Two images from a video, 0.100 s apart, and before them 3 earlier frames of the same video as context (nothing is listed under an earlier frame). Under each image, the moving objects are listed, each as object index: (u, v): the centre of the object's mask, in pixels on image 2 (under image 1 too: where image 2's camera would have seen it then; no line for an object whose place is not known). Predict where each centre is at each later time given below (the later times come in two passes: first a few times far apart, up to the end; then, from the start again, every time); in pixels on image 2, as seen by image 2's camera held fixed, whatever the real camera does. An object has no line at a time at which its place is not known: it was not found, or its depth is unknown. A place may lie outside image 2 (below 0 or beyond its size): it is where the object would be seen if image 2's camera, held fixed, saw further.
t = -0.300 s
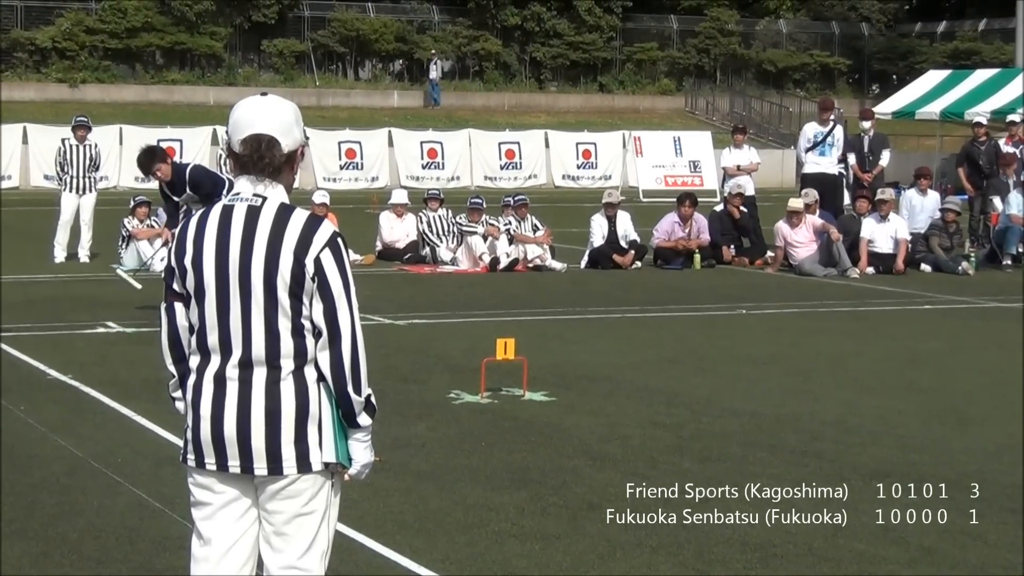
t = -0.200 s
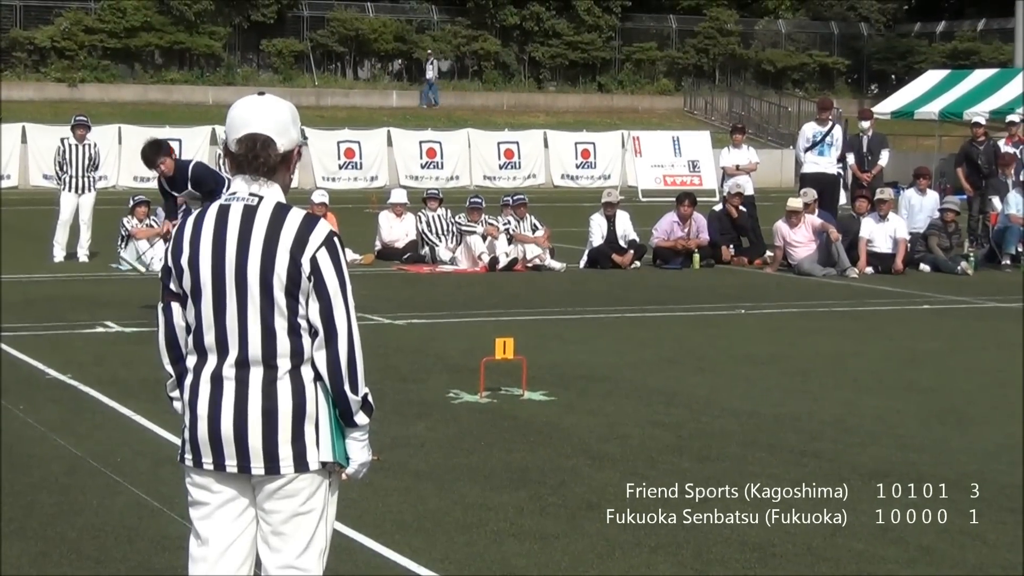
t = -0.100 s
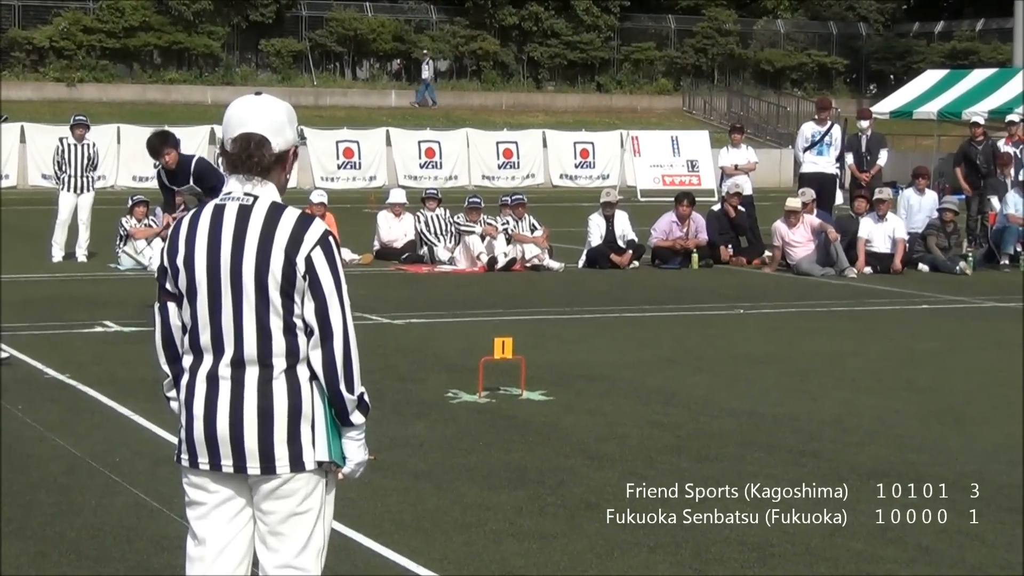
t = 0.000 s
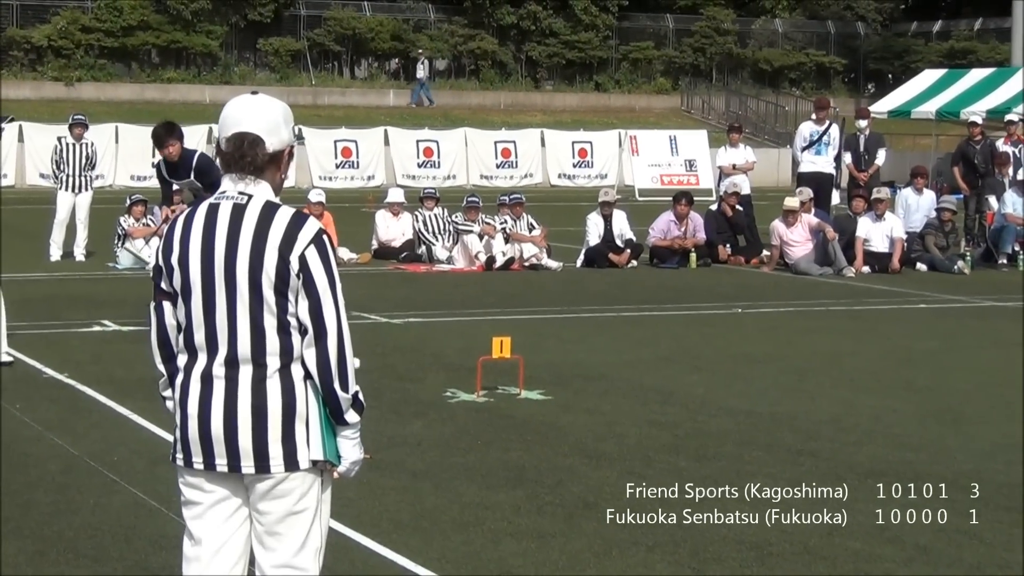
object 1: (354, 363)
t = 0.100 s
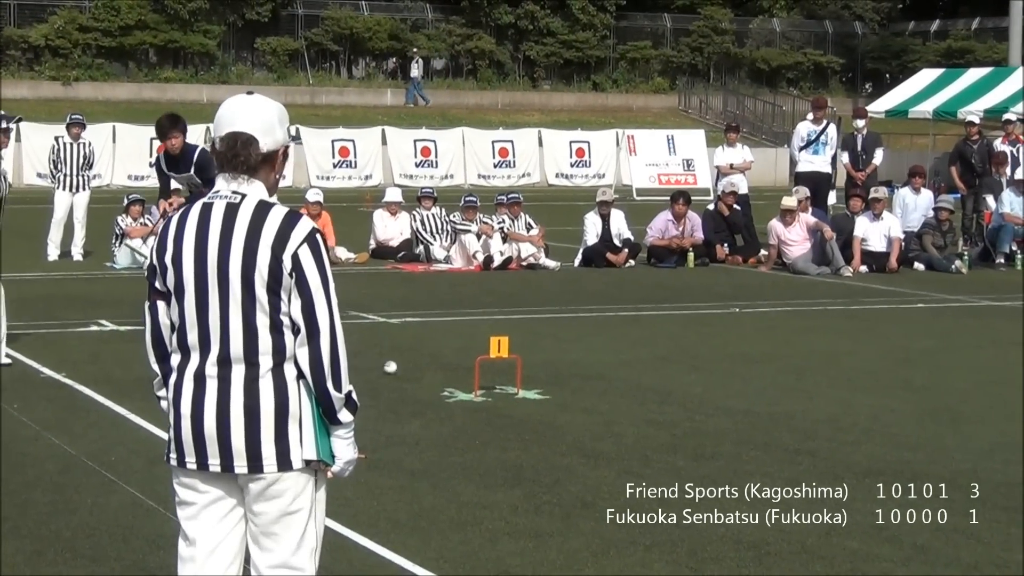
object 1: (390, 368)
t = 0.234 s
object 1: (441, 378)
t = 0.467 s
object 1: (536, 396)
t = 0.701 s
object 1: (635, 415)
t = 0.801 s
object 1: (681, 422)
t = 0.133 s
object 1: (403, 372)
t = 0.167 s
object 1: (416, 372)
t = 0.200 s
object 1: (429, 374)
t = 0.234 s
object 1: (441, 378)
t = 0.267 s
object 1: (455, 381)
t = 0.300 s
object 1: (468, 382)
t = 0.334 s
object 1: (482, 385)
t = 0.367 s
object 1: (494, 389)
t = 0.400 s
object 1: (509, 391)
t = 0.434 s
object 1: (522, 393)
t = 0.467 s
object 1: (536, 396)
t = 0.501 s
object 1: (549, 398)
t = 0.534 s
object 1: (563, 401)
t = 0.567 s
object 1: (577, 405)
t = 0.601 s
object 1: (591, 406)
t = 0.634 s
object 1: (606, 410)
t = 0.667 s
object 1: (621, 413)
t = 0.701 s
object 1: (635, 415)
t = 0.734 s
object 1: (650, 417)
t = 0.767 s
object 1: (665, 420)
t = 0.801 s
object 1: (681, 422)
